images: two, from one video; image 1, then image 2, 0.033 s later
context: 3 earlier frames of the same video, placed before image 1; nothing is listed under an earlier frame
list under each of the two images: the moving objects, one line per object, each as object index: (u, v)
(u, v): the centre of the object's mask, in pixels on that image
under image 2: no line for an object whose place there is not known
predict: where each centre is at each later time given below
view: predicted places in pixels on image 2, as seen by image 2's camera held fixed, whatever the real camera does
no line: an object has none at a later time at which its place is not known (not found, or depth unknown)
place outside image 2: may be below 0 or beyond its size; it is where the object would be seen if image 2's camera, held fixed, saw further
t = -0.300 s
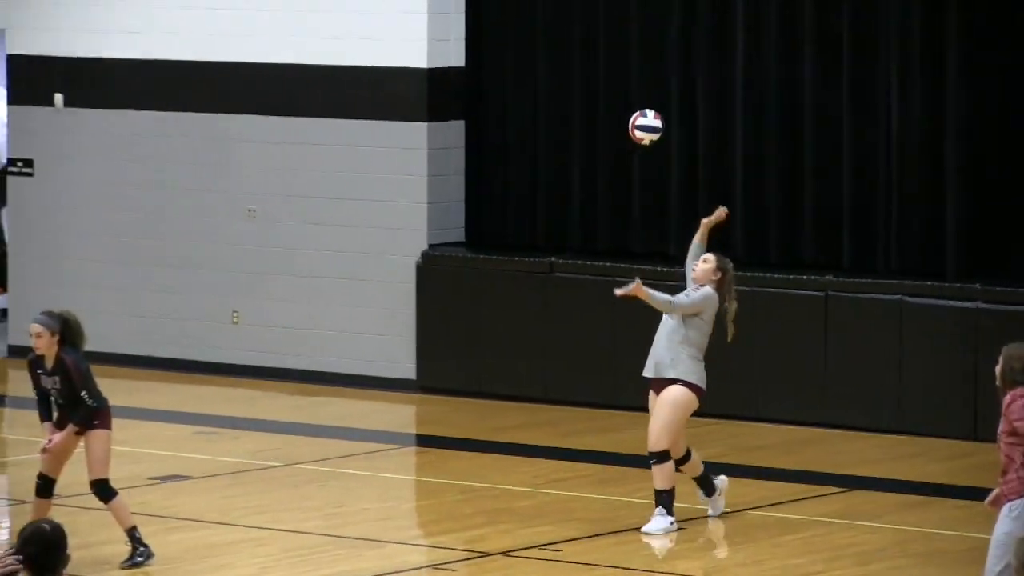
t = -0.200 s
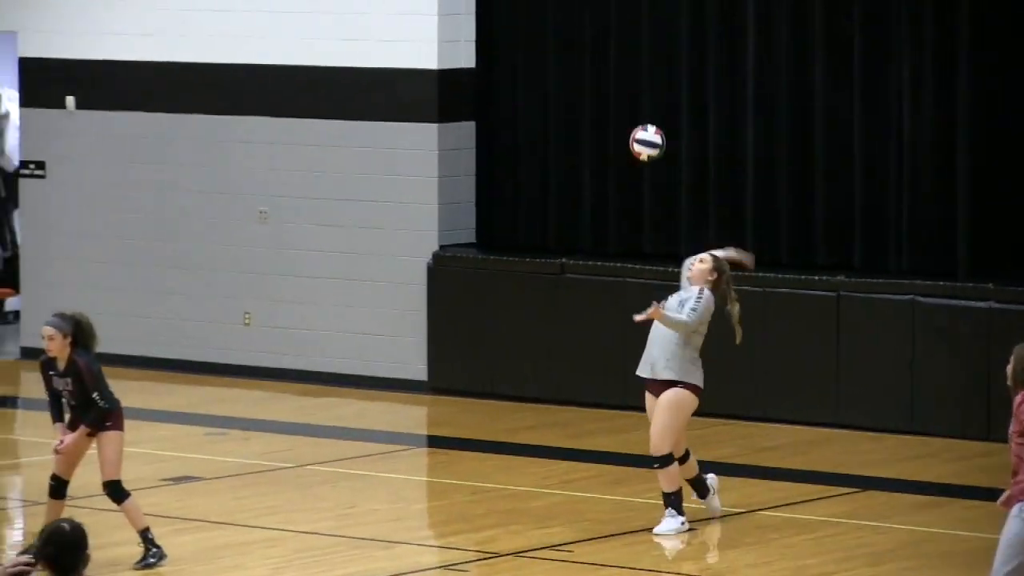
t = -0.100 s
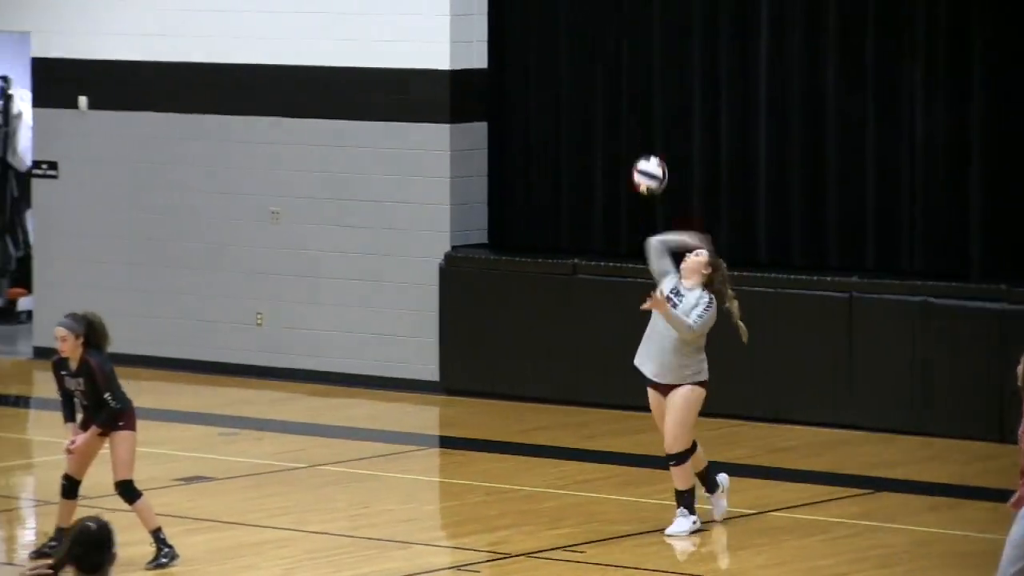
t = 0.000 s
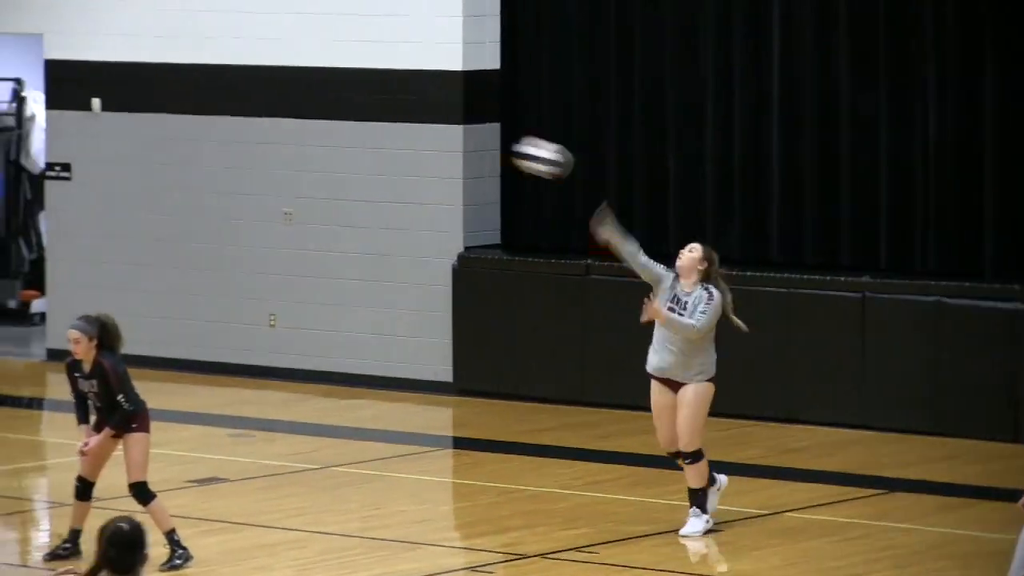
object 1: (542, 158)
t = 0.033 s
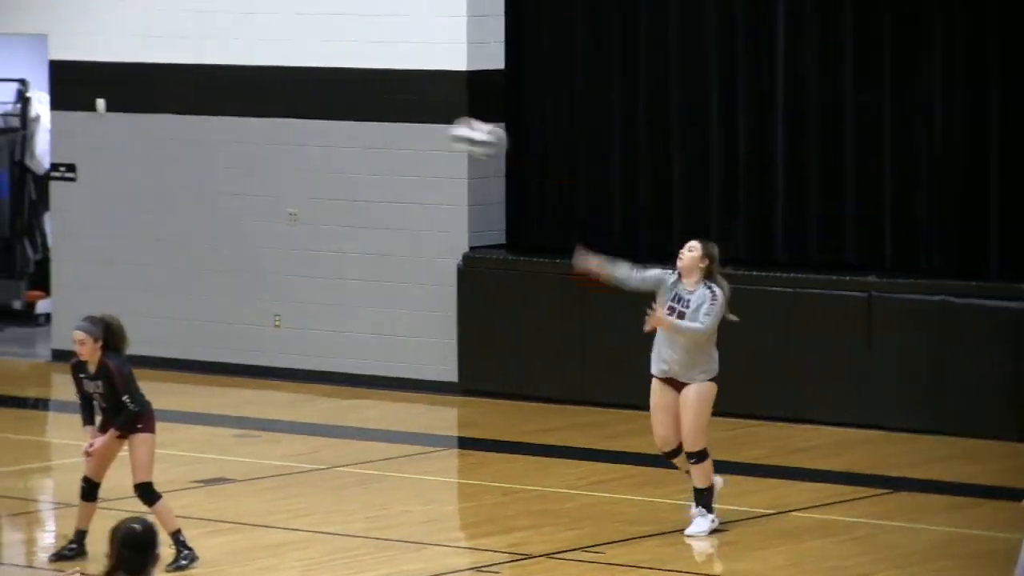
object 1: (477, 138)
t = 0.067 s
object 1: (407, 118)
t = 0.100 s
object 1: (340, 102)
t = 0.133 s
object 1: (273, 87)
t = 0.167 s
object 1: (205, 75)
